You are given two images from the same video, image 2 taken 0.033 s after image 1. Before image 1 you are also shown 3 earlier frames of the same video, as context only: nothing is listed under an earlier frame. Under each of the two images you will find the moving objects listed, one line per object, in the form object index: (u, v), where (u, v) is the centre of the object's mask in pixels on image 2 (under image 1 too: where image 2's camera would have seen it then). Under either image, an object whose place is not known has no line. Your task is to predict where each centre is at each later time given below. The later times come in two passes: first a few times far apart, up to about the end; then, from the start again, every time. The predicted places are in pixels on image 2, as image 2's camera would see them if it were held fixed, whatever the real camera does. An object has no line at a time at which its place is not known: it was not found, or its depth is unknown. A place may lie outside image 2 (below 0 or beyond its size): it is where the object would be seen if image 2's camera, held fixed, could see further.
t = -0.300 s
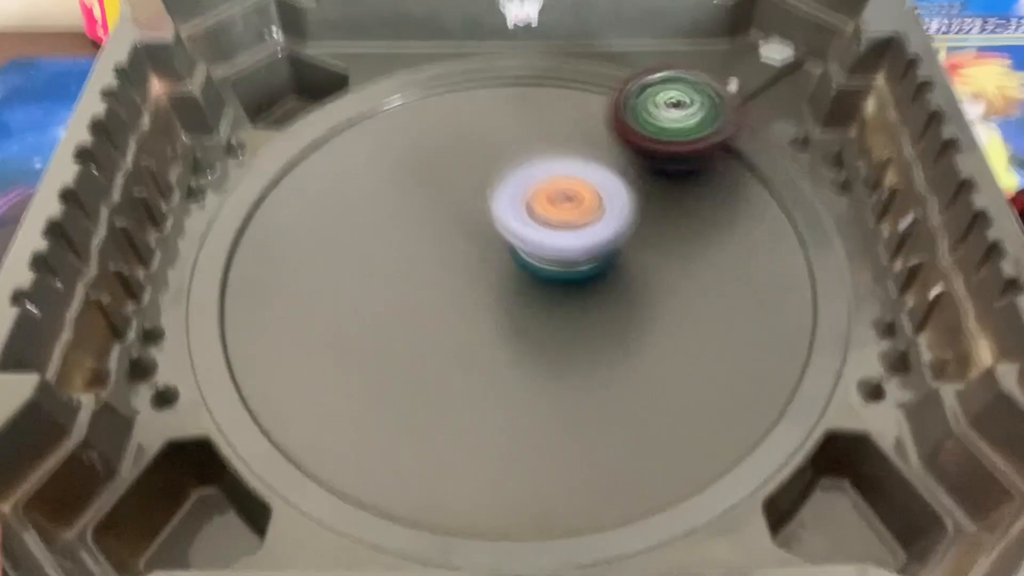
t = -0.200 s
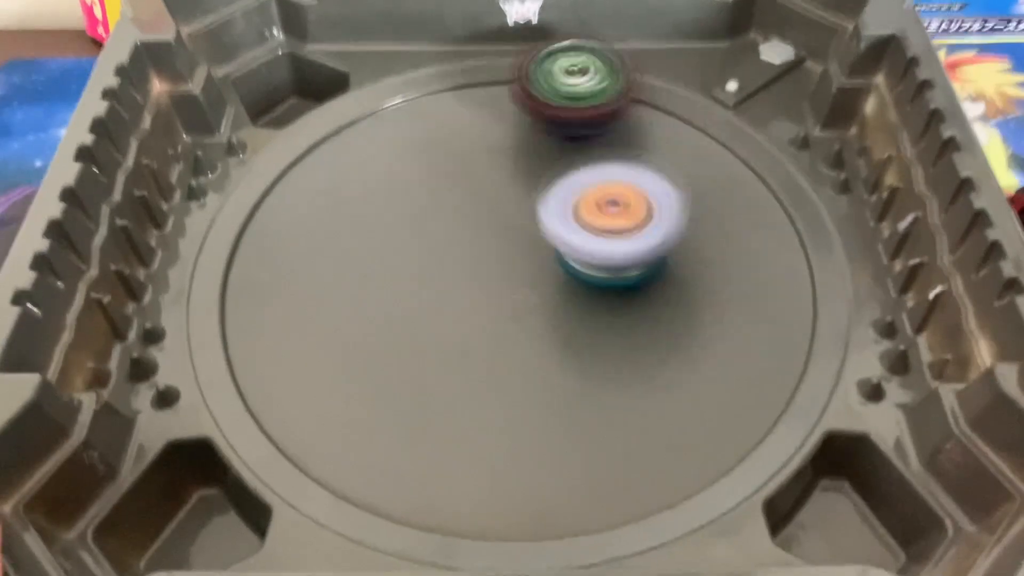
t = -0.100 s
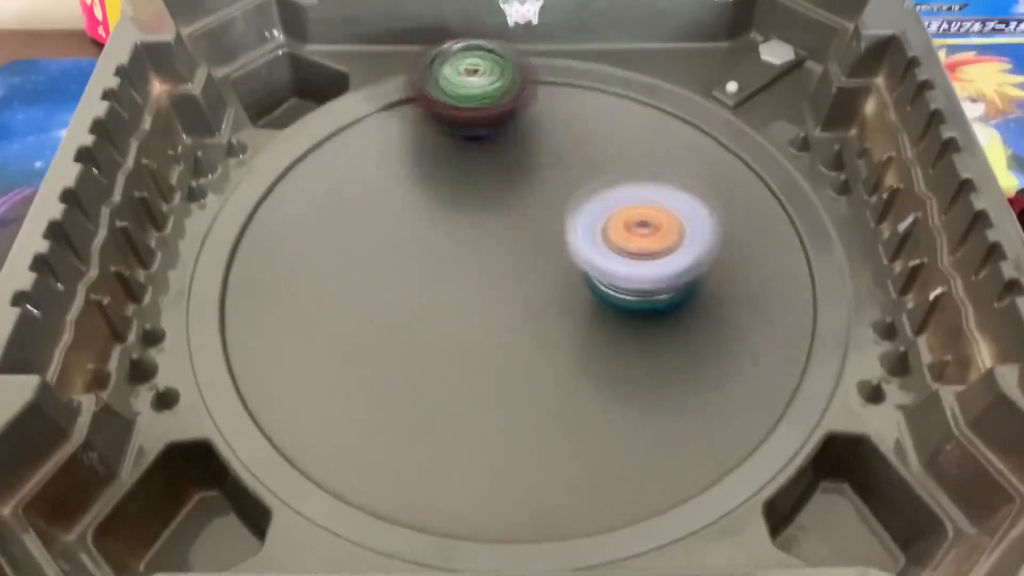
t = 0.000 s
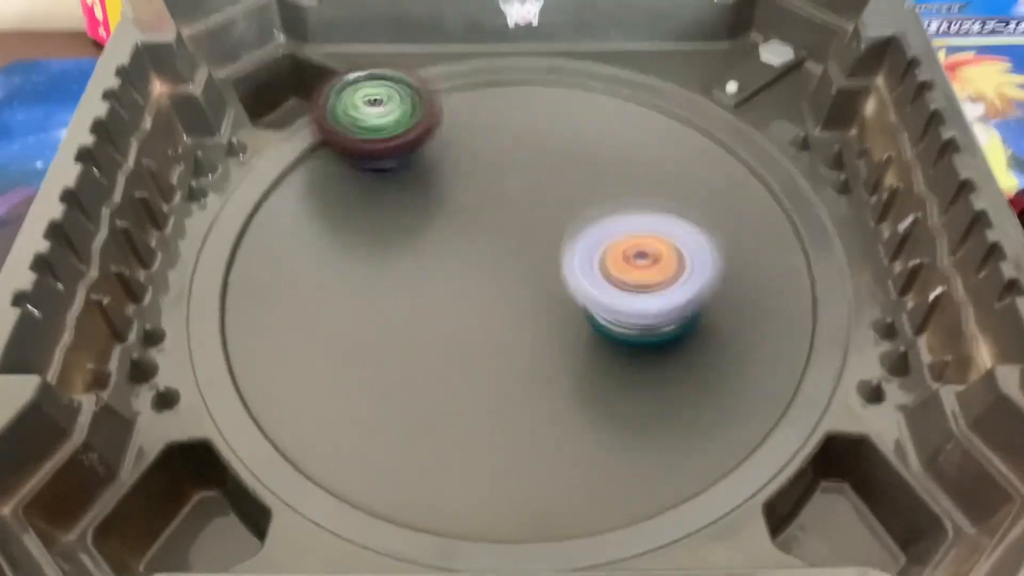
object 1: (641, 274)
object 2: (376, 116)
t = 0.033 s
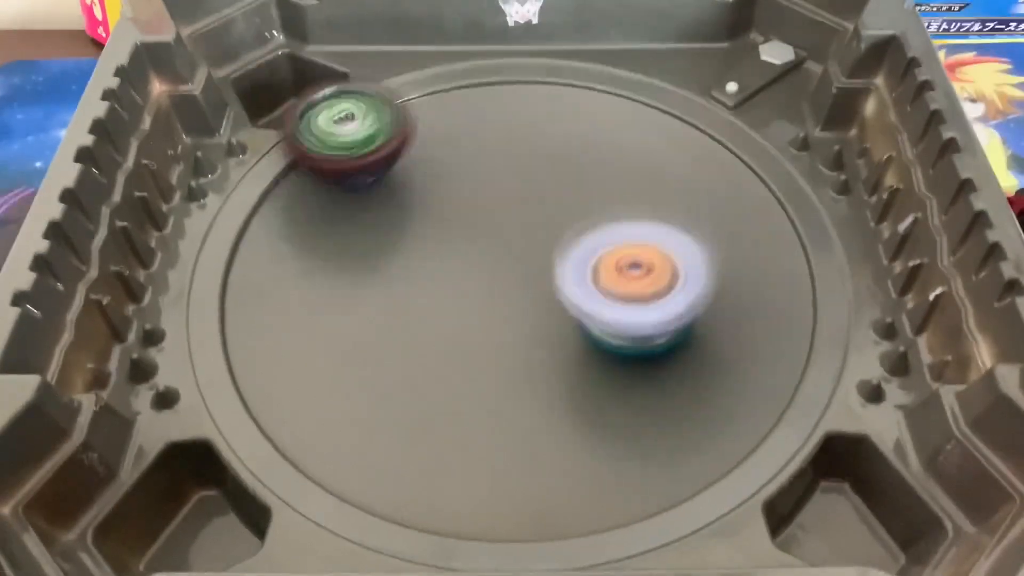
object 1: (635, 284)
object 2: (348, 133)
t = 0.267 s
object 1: (529, 276)
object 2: (274, 323)
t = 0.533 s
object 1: (448, 182)
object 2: (555, 449)
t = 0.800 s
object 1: (559, 91)
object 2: (759, 263)
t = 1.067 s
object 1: (334, 80)
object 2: (829, 202)
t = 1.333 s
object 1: (320, 254)
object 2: (461, 314)
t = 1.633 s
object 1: (328, 171)
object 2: (884, 500)
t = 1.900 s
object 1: (592, 180)
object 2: (881, 496)
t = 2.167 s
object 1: (592, 357)
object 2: (875, 502)
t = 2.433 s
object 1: (298, 383)
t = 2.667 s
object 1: (281, 156)
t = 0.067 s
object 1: (626, 296)
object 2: (322, 152)
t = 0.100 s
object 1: (614, 304)
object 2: (302, 176)
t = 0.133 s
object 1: (599, 314)
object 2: (284, 203)
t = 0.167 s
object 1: (585, 320)
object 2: (272, 228)
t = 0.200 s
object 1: (568, 325)
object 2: (266, 259)
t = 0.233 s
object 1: (551, 304)
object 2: (268, 289)
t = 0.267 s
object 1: (529, 276)
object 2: (274, 323)
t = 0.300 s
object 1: (509, 264)
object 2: (289, 351)
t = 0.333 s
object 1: (491, 273)
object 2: (310, 376)
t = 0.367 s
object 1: (474, 293)
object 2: (342, 403)
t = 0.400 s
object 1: (464, 253)
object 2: (377, 424)
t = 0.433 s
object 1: (455, 222)
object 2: (417, 442)
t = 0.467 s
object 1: (448, 208)
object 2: (460, 451)
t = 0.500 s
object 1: (445, 213)
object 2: (508, 451)
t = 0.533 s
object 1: (448, 182)
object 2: (555, 449)
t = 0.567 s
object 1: (454, 152)
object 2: (599, 438)
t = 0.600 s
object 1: (462, 141)
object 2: (640, 422)
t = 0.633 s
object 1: (472, 144)
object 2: (675, 401)
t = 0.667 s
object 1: (487, 114)
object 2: (707, 377)
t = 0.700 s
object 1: (502, 100)
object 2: (731, 350)
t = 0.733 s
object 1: (519, 106)
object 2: (746, 322)
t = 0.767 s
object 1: (537, 101)
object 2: (754, 293)
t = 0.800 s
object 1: (559, 91)
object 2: (759, 263)
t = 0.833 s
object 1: (579, 100)
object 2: (754, 237)
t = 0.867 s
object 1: (598, 109)
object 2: (747, 213)
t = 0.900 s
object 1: (619, 110)
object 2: (733, 191)
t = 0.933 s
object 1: (577, 117)
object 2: (801, 177)
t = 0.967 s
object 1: (512, 100)
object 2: (868, 166)
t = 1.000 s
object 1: (446, 95)
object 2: (864, 157)
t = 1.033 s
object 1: (386, 92)
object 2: (850, 172)
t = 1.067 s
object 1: (334, 80)
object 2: (829, 202)
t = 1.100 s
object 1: (281, 83)
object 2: (795, 249)
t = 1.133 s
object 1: (237, 79)
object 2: (746, 249)
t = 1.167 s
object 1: (229, 104)
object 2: (694, 268)
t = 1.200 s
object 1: (234, 132)
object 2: (641, 287)
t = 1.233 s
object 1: (246, 156)
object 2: (594, 294)
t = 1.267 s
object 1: (264, 195)
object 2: (547, 304)
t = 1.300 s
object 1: (287, 217)
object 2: (502, 308)
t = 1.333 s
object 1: (320, 254)
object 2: (461, 314)
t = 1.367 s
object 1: (298, 250)
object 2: (507, 348)
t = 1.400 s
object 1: (264, 237)
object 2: (574, 381)
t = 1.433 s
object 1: (239, 225)
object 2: (643, 408)
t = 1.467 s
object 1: (222, 211)
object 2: (707, 426)
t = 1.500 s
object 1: (220, 198)
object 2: (752, 423)
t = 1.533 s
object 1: (238, 190)
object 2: (796, 431)
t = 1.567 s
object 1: (265, 184)
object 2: (842, 446)
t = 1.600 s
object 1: (295, 177)
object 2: (885, 468)
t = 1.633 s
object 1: (328, 171)
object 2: (884, 500)
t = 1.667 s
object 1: (366, 164)
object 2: (866, 489)
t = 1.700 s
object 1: (404, 162)
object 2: (856, 490)
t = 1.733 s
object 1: (440, 160)
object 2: (885, 497)
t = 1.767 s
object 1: (477, 157)
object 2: (890, 493)
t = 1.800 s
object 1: (510, 159)
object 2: (875, 499)
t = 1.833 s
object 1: (540, 163)
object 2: (876, 493)
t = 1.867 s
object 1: (568, 171)
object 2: (871, 496)
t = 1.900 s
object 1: (592, 180)
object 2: (881, 496)
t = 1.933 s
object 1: (610, 196)
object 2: (876, 496)
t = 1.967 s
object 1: (625, 213)
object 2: (877, 496)
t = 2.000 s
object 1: (635, 234)
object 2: (860, 492)
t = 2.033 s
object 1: (639, 257)
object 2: (854, 498)
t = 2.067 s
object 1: (638, 281)
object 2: (864, 496)
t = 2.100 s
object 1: (629, 305)
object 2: (867, 492)
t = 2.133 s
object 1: (613, 331)
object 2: (867, 498)
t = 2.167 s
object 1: (592, 357)
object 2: (875, 502)
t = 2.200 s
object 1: (565, 376)
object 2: (865, 497)
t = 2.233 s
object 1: (532, 393)
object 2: (865, 496)
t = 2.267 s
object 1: (494, 404)
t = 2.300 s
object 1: (453, 412)
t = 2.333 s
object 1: (409, 416)
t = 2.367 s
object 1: (368, 411)
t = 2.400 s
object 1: (332, 399)
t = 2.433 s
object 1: (298, 383)
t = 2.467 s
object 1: (270, 359)
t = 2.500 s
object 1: (250, 331)
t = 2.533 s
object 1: (237, 300)
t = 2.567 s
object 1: (233, 264)
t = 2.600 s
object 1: (239, 228)
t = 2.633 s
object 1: (256, 192)
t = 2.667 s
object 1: (281, 156)
